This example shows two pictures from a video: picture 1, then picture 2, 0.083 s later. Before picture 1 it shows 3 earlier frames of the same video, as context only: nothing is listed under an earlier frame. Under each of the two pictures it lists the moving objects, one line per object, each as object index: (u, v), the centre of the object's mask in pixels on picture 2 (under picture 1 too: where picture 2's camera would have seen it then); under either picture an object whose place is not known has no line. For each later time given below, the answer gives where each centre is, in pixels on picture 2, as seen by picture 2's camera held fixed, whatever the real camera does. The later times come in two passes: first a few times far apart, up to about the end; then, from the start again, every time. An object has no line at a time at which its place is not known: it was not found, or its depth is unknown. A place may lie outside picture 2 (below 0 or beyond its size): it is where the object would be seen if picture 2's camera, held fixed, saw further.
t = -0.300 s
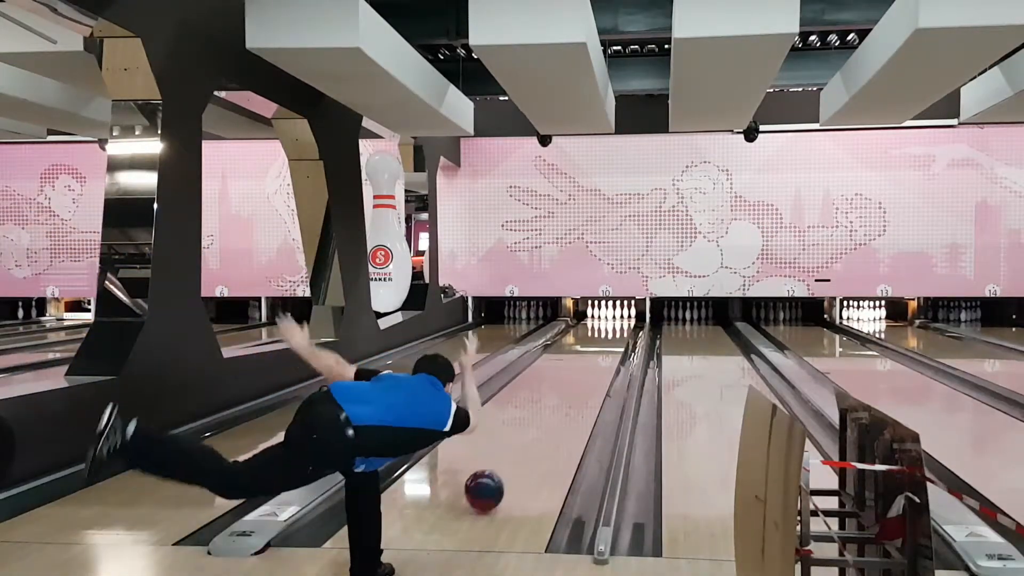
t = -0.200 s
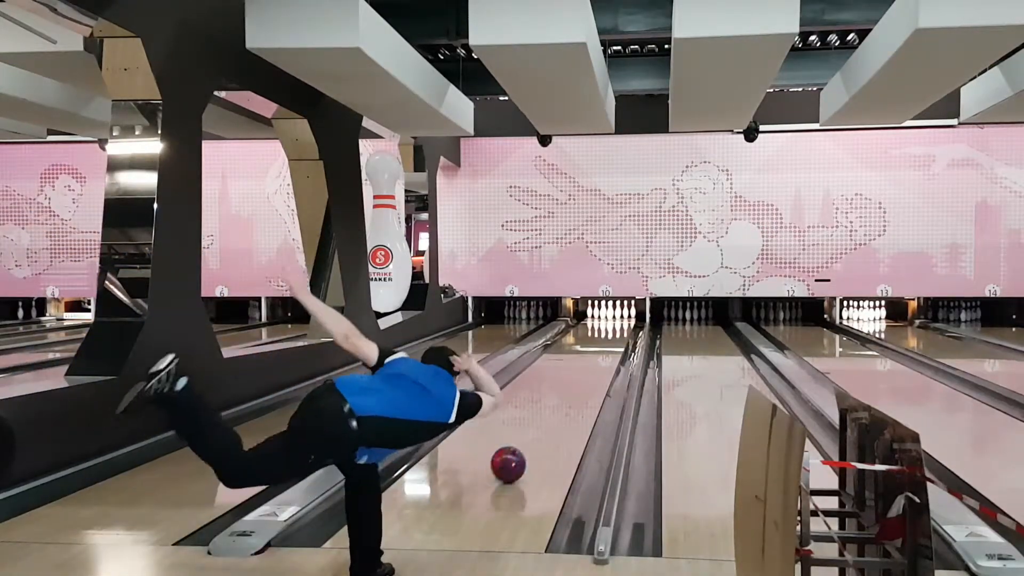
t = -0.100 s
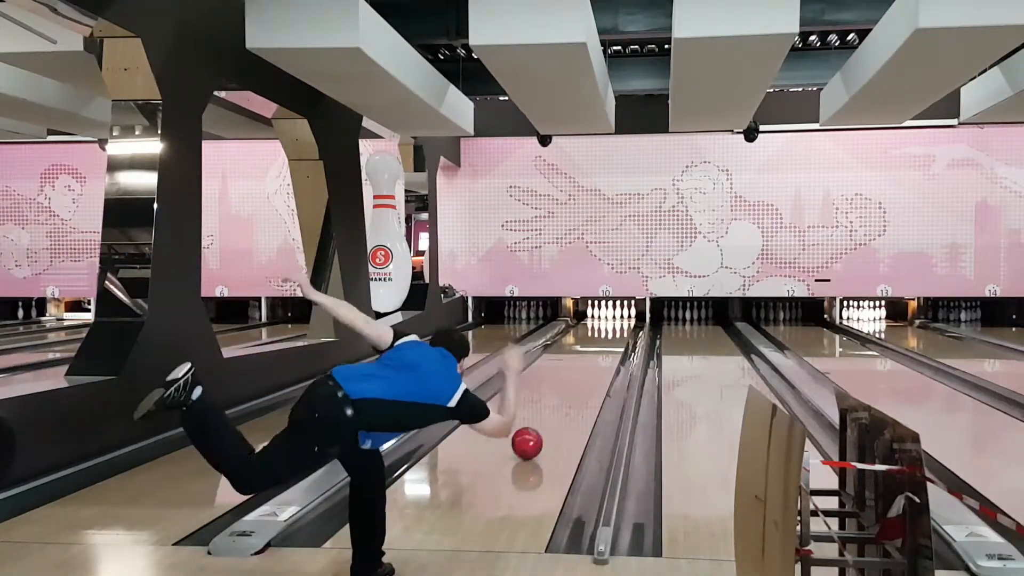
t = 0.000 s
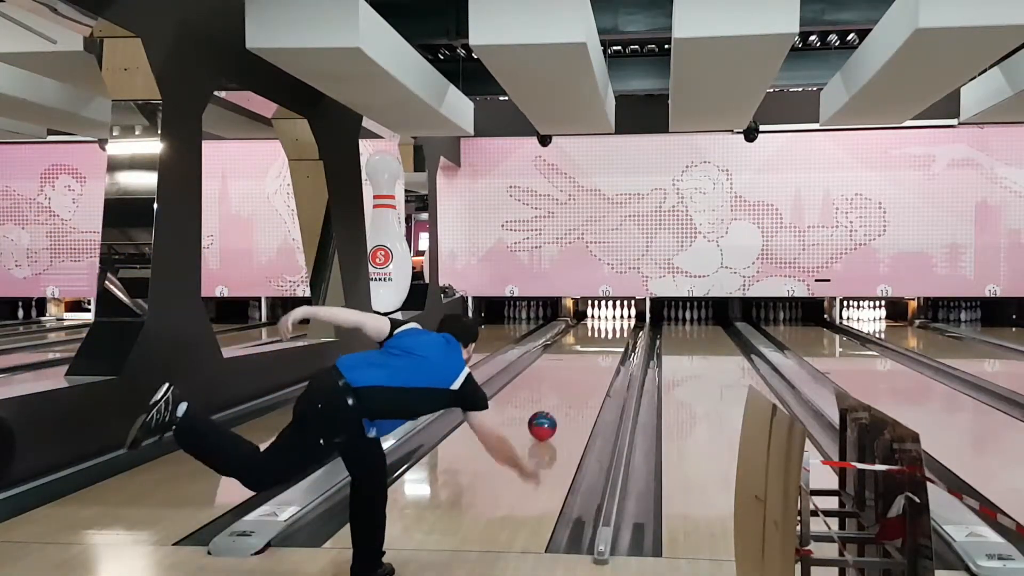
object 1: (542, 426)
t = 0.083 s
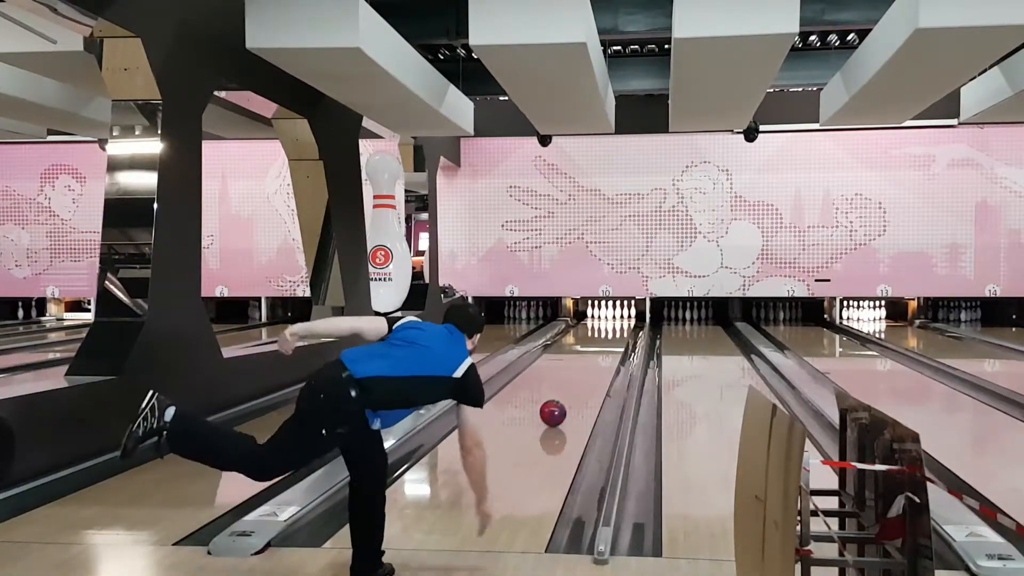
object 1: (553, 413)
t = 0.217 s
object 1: (567, 397)
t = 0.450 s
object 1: (585, 375)
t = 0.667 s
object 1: (597, 361)
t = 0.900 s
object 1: (606, 349)
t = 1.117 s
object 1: (612, 339)
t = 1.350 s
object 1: (617, 331)
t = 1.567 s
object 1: (618, 325)
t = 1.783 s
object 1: (618, 320)
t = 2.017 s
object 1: (617, 316)
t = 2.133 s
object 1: (619, 315)
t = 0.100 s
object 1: (555, 411)
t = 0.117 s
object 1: (557, 408)
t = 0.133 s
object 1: (558, 406)
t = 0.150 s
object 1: (560, 404)
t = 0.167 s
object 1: (562, 403)
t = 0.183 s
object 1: (564, 400)
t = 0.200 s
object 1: (565, 399)
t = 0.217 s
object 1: (567, 397)
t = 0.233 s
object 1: (568, 395)
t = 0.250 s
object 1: (570, 393)
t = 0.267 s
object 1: (571, 391)
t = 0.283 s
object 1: (573, 390)
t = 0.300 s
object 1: (574, 388)
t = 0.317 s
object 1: (575, 387)
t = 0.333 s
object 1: (577, 385)
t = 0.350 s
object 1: (578, 383)
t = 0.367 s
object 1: (579, 382)
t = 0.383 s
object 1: (580, 380)
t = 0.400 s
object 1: (581, 379)
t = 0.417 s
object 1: (583, 377)
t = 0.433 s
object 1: (584, 376)
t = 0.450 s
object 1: (585, 375)
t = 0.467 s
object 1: (586, 374)
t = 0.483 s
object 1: (587, 372)
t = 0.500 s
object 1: (588, 371)
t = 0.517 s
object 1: (589, 370)
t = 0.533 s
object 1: (590, 369)
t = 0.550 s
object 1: (591, 368)
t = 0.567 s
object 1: (592, 367)
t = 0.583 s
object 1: (593, 366)
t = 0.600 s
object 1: (594, 364)
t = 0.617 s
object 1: (595, 363)
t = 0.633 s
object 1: (596, 363)
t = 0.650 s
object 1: (596, 361)
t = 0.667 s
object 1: (597, 361)
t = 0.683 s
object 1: (598, 360)
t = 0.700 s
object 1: (599, 358)
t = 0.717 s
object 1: (599, 357)
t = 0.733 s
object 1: (600, 357)
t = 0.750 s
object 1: (601, 356)
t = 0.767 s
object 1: (602, 355)
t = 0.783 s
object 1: (602, 354)
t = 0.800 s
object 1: (603, 353)
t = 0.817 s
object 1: (604, 352)
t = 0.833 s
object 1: (604, 351)
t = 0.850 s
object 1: (605, 351)
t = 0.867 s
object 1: (605, 350)
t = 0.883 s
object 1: (606, 349)
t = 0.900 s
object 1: (606, 349)
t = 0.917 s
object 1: (607, 348)
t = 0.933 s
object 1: (607, 347)
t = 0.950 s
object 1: (608, 347)
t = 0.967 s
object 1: (609, 345)
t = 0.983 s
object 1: (609, 345)
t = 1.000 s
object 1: (609, 343)
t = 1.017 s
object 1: (610, 343)
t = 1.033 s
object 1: (610, 342)
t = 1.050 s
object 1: (611, 342)
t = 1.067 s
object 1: (611, 341)
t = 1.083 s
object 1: (612, 340)
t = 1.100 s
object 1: (612, 340)
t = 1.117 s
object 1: (612, 339)
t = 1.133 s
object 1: (612, 339)
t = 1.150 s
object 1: (613, 338)
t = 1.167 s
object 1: (613, 337)
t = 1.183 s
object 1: (614, 337)
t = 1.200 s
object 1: (614, 336)
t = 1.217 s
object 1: (614, 336)
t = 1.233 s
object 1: (615, 335)
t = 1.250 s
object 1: (615, 334)
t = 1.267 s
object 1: (615, 334)
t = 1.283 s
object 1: (615, 333)
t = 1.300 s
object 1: (616, 333)
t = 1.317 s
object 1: (616, 332)
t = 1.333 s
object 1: (616, 331)
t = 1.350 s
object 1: (617, 331)
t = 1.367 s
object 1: (617, 330)
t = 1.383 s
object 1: (617, 330)
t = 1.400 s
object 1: (617, 329)
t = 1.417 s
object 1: (617, 329)
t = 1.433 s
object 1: (617, 328)
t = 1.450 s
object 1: (617, 328)
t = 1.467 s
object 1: (617, 328)
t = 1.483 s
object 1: (617, 328)
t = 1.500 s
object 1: (618, 327)
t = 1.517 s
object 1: (618, 326)
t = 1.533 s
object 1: (618, 326)
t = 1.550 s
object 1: (618, 325)
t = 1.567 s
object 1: (618, 325)
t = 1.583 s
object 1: (618, 324)
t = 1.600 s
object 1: (618, 324)
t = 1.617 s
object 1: (618, 324)
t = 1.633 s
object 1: (618, 324)
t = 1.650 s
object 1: (618, 323)
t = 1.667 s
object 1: (618, 323)
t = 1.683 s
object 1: (618, 322)
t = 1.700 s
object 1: (618, 322)
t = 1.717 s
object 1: (618, 321)
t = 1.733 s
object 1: (618, 321)
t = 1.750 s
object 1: (618, 321)
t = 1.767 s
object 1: (618, 321)
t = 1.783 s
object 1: (618, 320)
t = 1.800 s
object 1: (618, 320)
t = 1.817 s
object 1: (618, 319)
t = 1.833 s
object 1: (618, 319)
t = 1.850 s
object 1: (618, 319)
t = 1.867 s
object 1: (618, 318)
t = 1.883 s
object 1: (618, 318)
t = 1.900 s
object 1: (618, 318)
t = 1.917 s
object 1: (618, 318)
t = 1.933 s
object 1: (618, 318)
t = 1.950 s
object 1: (618, 317)
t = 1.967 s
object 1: (617, 317)
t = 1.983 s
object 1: (617, 316)
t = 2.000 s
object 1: (617, 316)
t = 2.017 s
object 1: (617, 316)
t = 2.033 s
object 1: (617, 316)
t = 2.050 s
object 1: (617, 316)
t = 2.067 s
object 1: (617, 314)
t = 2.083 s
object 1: (617, 314)
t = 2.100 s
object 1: (618, 315)
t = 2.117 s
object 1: (618, 315)
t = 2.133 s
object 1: (619, 315)
